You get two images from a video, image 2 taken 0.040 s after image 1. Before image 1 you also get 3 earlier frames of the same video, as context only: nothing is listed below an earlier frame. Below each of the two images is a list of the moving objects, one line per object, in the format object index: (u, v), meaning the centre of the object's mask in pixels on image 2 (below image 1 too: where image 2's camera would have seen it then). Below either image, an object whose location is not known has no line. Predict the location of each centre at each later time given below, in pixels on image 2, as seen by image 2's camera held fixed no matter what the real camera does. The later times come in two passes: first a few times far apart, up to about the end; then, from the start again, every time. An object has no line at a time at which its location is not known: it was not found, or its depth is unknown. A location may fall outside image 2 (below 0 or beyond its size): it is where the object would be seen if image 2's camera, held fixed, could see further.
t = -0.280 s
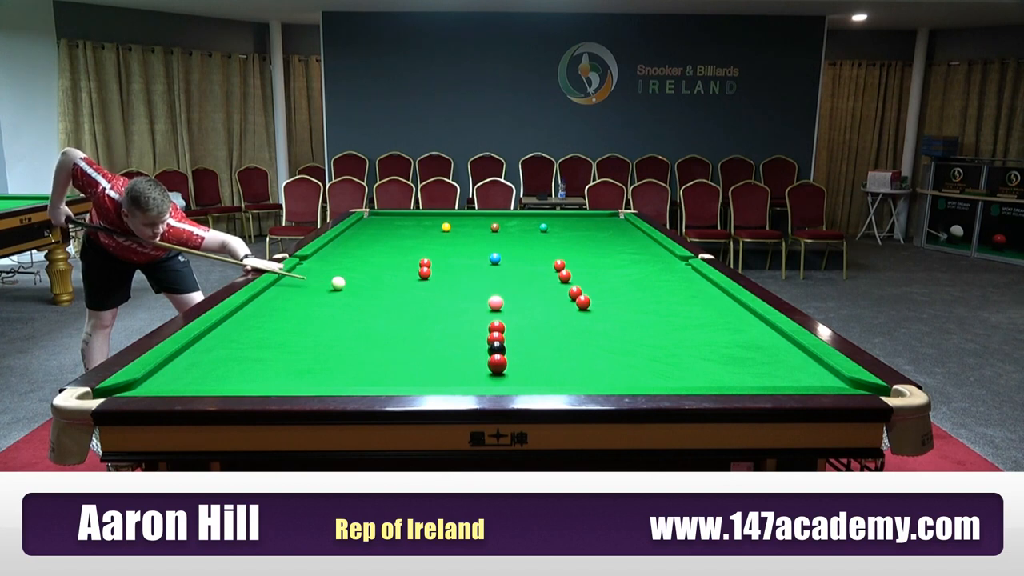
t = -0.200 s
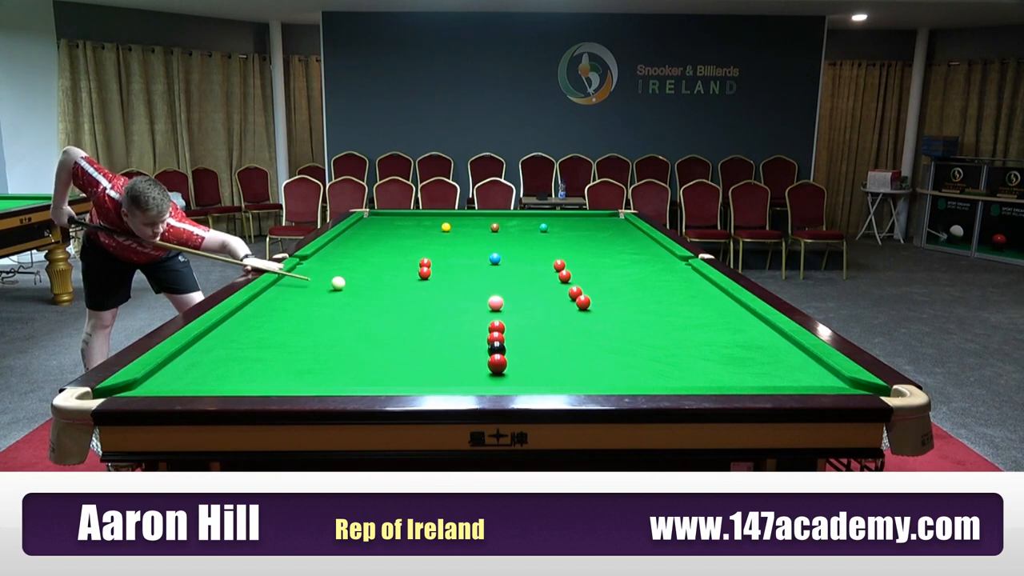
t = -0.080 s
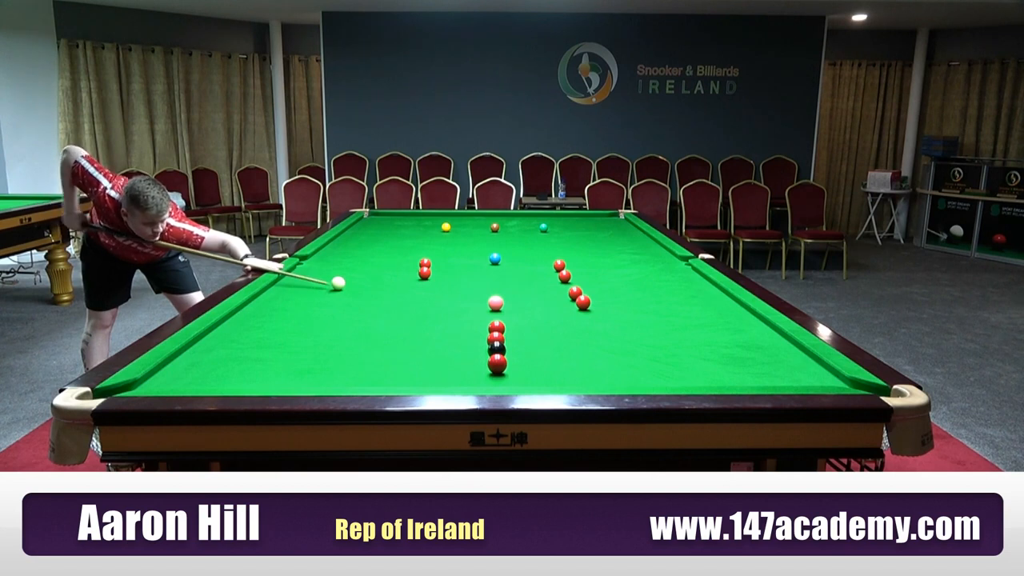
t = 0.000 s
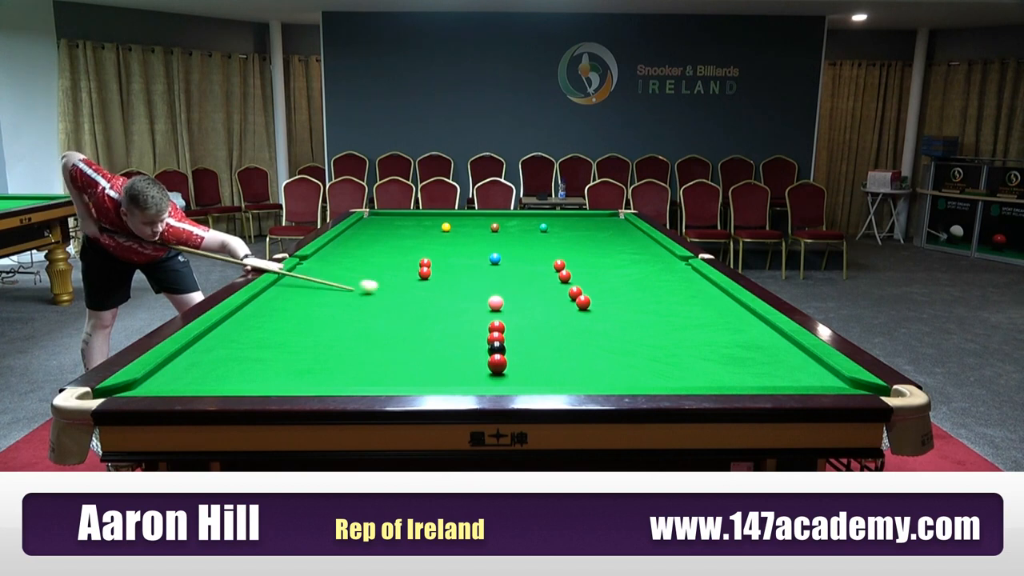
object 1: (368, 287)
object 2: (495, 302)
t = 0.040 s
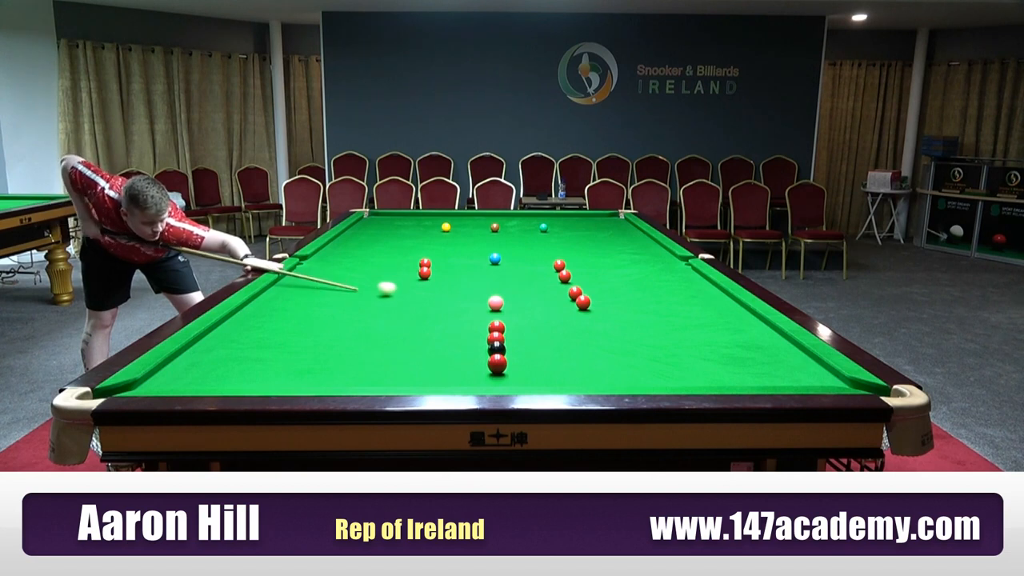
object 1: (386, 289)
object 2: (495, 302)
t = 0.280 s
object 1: (484, 300)
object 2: (497, 303)
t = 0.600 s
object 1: (505, 296)
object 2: (579, 321)
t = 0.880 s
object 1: (519, 293)
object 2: (653, 338)
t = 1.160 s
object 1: (532, 290)
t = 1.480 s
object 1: (544, 287)
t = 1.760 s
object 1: (554, 285)
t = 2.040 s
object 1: (562, 283)
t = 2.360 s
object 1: (570, 281)
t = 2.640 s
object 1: (576, 279)
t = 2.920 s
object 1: (580, 278)
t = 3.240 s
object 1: (584, 277)
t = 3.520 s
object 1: (586, 276)
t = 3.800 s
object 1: (588, 276)
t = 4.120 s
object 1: (589, 276)
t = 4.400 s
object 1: (589, 276)
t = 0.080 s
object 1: (404, 291)
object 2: (495, 302)
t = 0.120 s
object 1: (421, 293)
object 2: (495, 302)
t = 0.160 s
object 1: (438, 295)
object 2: (495, 302)
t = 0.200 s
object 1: (455, 297)
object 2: (495, 302)
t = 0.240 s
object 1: (471, 298)
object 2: (496, 302)
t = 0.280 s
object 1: (484, 300)
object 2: (497, 303)
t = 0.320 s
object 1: (489, 300)
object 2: (508, 305)
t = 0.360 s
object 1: (491, 299)
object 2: (519, 307)
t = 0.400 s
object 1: (494, 299)
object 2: (529, 310)
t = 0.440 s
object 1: (496, 298)
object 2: (540, 312)
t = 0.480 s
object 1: (498, 298)
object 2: (549, 314)
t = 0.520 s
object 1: (500, 297)
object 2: (559, 317)
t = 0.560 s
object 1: (502, 297)
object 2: (568, 319)
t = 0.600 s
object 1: (505, 296)
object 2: (579, 321)
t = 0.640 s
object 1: (507, 296)
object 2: (589, 323)
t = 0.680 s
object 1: (509, 295)
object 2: (599, 325)
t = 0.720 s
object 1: (511, 295)
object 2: (609, 328)
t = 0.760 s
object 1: (513, 294)
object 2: (620, 330)
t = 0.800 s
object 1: (515, 294)
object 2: (631, 333)
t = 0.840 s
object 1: (517, 293)
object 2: (642, 335)
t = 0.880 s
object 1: (519, 293)
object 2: (653, 338)
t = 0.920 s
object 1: (521, 292)
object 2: (665, 340)
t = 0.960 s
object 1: (523, 292)
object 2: (677, 343)
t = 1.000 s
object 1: (525, 291)
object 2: (689, 346)
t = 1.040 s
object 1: (527, 291)
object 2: (701, 349)
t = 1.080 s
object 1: (528, 291)
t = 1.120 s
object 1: (530, 290)
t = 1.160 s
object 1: (532, 290)
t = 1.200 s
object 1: (534, 289)
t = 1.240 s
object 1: (535, 289)
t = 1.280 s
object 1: (537, 289)
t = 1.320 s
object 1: (538, 288)
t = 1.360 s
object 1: (540, 288)
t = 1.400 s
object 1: (542, 288)
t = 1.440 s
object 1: (543, 287)
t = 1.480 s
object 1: (544, 287)
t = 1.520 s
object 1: (546, 286)
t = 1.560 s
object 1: (547, 286)
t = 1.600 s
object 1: (548, 286)
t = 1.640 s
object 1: (550, 286)
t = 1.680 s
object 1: (551, 286)
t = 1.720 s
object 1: (553, 285)
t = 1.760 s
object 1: (554, 285)
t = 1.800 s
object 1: (555, 284)
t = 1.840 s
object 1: (556, 284)
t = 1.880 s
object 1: (557, 284)
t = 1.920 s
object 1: (558, 283)
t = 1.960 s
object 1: (560, 283)
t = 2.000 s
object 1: (561, 283)
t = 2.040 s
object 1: (562, 283)
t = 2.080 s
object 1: (563, 282)
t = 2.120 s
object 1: (564, 282)
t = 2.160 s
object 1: (565, 282)
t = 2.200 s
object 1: (566, 282)
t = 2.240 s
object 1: (567, 282)
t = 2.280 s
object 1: (568, 281)
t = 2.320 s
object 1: (569, 281)
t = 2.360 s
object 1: (570, 281)
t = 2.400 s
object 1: (571, 280)
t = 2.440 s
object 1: (572, 280)
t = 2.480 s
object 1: (573, 280)
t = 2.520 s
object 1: (573, 280)
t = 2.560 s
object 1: (574, 280)
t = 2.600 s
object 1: (575, 279)
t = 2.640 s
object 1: (576, 279)
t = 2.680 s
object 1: (576, 279)
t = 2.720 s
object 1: (577, 279)
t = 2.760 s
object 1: (578, 279)
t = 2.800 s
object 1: (578, 279)
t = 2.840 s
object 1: (579, 279)
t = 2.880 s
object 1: (580, 278)
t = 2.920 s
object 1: (580, 278)
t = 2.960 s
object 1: (581, 278)
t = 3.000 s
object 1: (581, 278)
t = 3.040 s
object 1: (581, 278)
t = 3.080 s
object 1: (582, 278)
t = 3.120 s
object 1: (582, 277)
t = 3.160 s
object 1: (583, 277)
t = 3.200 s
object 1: (583, 277)
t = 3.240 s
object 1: (584, 277)
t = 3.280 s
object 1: (584, 277)
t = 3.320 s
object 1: (585, 277)
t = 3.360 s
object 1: (585, 277)
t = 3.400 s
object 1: (585, 277)
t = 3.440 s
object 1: (586, 277)
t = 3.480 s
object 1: (586, 277)
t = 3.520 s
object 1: (586, 276)
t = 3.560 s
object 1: (587, 276)
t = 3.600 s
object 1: (587, 276)
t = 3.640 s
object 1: (587, 276)
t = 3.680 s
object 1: (587, 277)
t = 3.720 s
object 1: (587, 276)
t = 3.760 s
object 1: (587, 276)
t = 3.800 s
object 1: (588, 276)
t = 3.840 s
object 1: (588, 276)
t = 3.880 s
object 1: (588, 276)
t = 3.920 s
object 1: (588, 276)
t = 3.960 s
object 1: (589, 276)
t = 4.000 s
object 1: (589, 276)
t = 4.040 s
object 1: (589, 276)
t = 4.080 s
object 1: (589, 276)
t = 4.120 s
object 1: (589, 276)
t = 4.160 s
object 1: (589, 276)
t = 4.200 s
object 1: (589, 276)
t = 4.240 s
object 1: (589, 276)
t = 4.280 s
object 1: (589, 276)
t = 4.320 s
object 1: (589, 276)
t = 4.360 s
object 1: (589, 276)
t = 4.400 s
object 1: (589, 276)
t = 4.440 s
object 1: (589, 276)
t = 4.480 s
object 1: (589, 276)
